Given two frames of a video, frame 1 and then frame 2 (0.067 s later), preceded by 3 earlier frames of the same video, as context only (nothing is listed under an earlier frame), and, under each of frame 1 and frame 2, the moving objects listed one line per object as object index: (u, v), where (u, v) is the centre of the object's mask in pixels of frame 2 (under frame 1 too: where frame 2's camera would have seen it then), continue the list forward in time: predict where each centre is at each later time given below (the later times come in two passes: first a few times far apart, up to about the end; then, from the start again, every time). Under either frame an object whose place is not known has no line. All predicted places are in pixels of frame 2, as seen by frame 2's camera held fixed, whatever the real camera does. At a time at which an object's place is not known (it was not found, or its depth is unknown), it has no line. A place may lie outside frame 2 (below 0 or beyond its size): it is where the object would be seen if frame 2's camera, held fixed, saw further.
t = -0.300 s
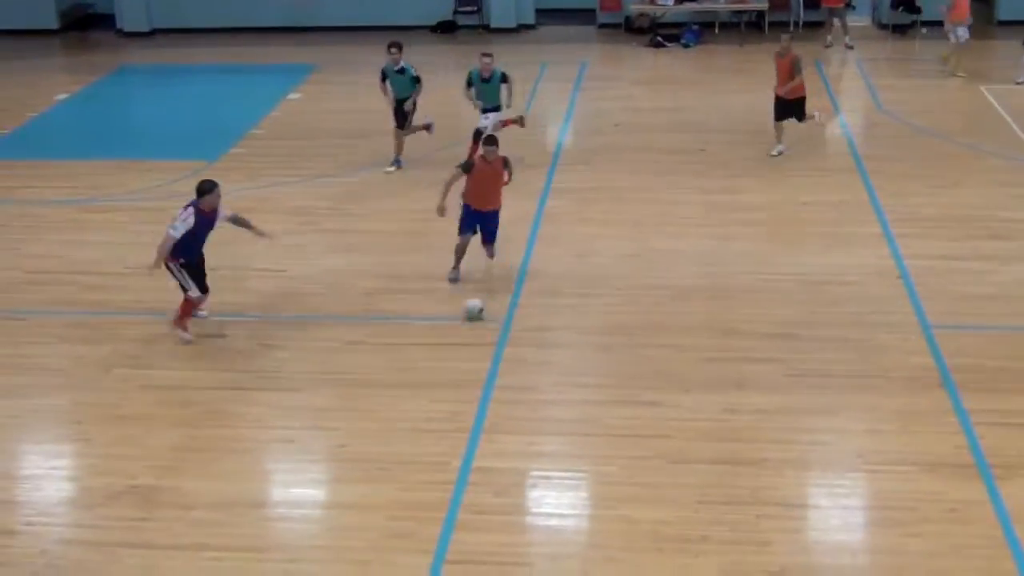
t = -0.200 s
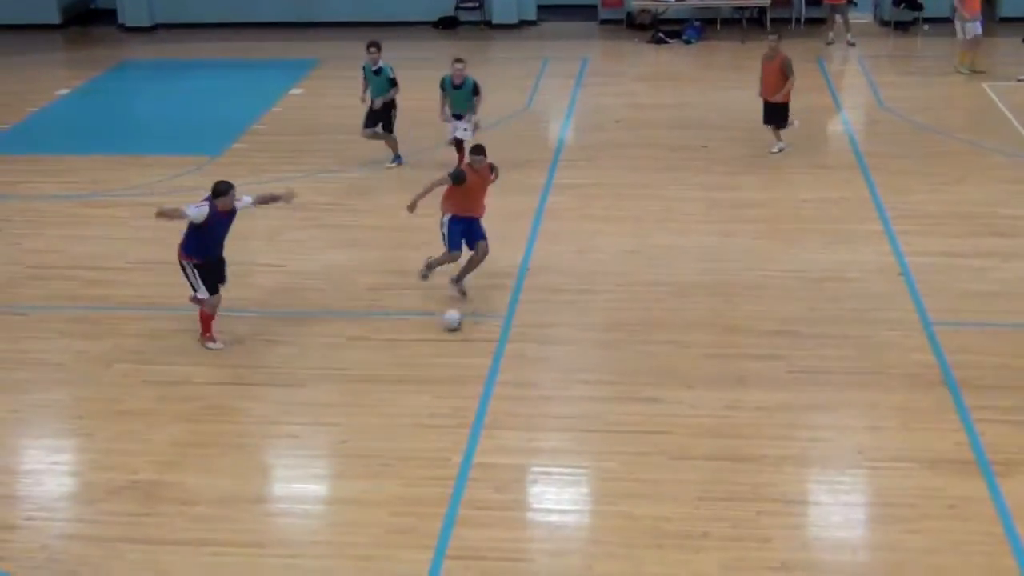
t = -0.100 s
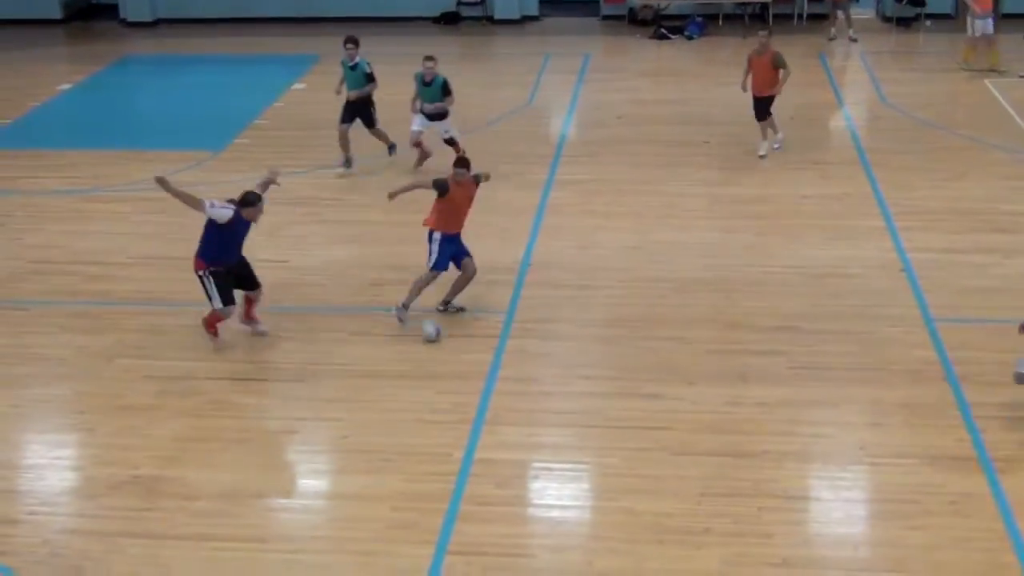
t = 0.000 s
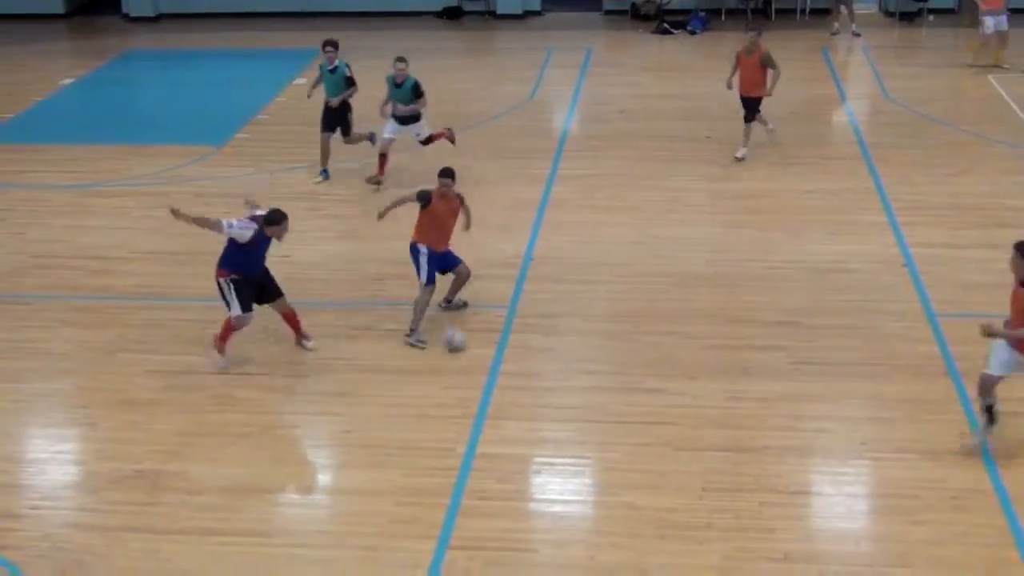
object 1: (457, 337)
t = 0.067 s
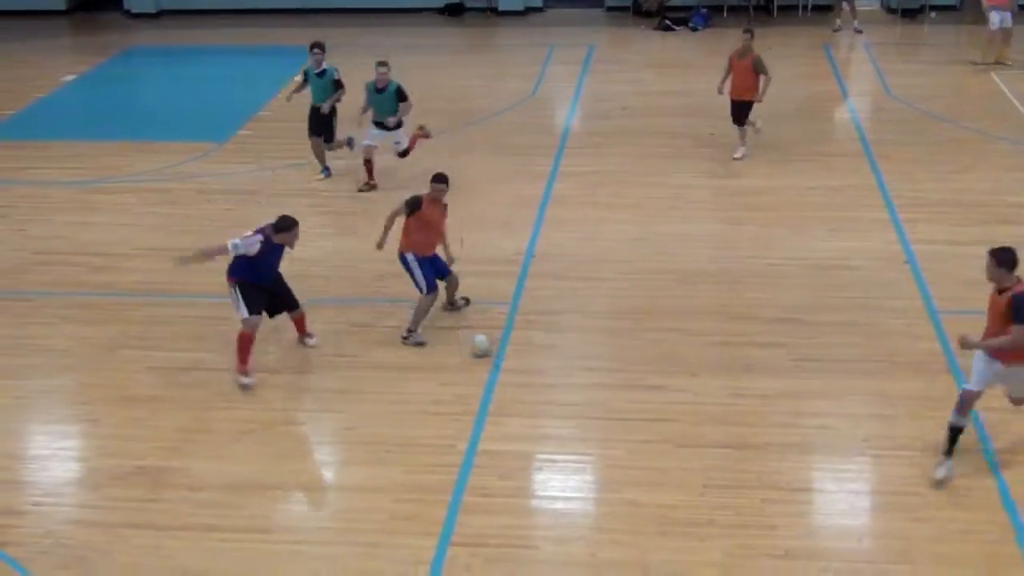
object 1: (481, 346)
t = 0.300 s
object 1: (559, 378)
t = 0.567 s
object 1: (645, 421)
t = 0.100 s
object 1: (494, 352)
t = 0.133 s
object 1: (504, 353)
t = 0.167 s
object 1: (515, 359)
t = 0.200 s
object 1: (526, 364)
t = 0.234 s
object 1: (539, 369)
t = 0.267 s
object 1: (549, 374)
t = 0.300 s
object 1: (559, 378)
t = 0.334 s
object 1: (569, 383)
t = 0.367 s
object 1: (578, 390)
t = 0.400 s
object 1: (591, 394)
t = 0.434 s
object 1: (601, 399)
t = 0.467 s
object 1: (610, 404)
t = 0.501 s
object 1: (621, 408)
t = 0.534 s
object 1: (633, 414)
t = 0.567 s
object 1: (645, 421)
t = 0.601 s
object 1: (655, 427)
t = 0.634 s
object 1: (666, 431)
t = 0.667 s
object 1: (676, 437)
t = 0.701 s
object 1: (688, 445)
